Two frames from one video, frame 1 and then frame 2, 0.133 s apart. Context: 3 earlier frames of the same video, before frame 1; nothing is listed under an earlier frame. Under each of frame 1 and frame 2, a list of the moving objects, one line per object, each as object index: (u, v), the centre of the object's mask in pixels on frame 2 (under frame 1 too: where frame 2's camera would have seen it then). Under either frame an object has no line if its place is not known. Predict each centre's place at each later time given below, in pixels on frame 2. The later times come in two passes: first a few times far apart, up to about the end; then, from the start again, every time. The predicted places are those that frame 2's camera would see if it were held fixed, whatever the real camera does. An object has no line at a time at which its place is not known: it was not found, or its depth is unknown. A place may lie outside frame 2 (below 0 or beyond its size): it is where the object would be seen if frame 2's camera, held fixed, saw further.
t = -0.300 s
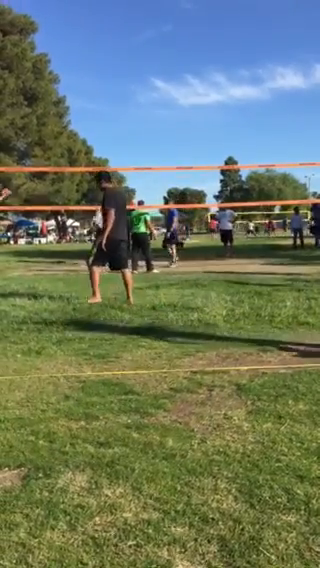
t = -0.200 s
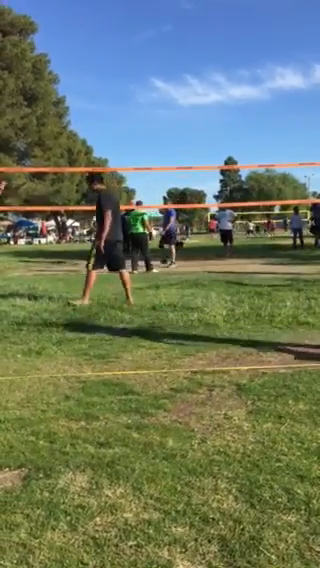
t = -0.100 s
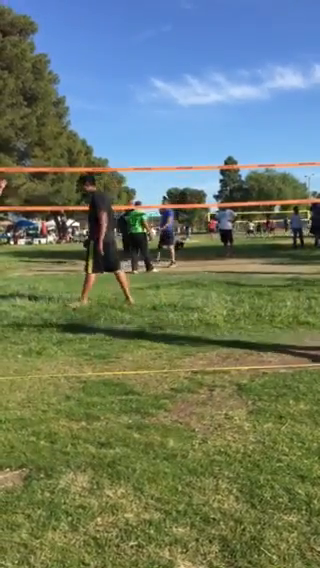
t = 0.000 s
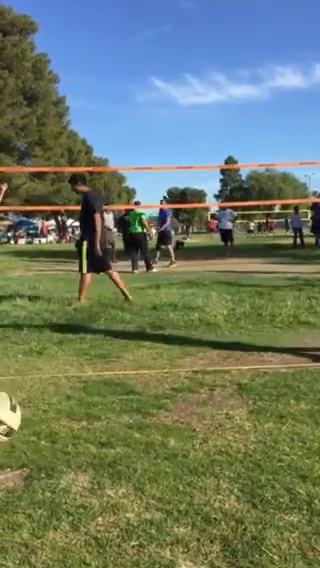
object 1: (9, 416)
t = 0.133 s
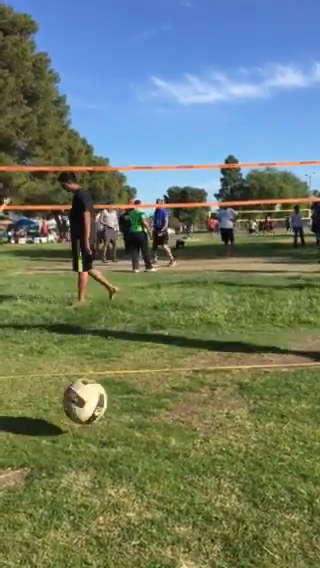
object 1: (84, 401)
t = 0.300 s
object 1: (171, 380)
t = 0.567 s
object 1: (273, 366)
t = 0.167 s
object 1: (104, 403)
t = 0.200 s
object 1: (122, 406)
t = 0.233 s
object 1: (139, 400)
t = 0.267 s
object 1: (156, 389)
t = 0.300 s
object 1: (171, 380)
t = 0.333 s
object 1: (185, 373)
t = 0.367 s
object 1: (199, 367)
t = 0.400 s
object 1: (213, 365)
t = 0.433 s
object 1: (226, 363)
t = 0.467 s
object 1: (239, 363)
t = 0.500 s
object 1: (251, 365)
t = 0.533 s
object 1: (262, 370)
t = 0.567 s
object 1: (273, 366)
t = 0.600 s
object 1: (283, 359)
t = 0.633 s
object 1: (294, 353)
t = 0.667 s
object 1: (303, 349)
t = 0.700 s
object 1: (308, 344)
